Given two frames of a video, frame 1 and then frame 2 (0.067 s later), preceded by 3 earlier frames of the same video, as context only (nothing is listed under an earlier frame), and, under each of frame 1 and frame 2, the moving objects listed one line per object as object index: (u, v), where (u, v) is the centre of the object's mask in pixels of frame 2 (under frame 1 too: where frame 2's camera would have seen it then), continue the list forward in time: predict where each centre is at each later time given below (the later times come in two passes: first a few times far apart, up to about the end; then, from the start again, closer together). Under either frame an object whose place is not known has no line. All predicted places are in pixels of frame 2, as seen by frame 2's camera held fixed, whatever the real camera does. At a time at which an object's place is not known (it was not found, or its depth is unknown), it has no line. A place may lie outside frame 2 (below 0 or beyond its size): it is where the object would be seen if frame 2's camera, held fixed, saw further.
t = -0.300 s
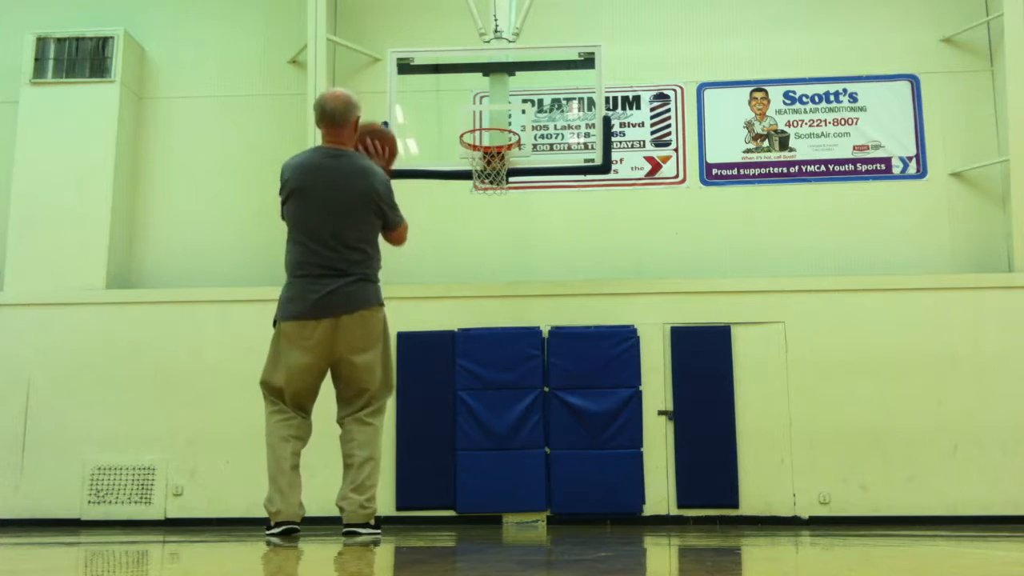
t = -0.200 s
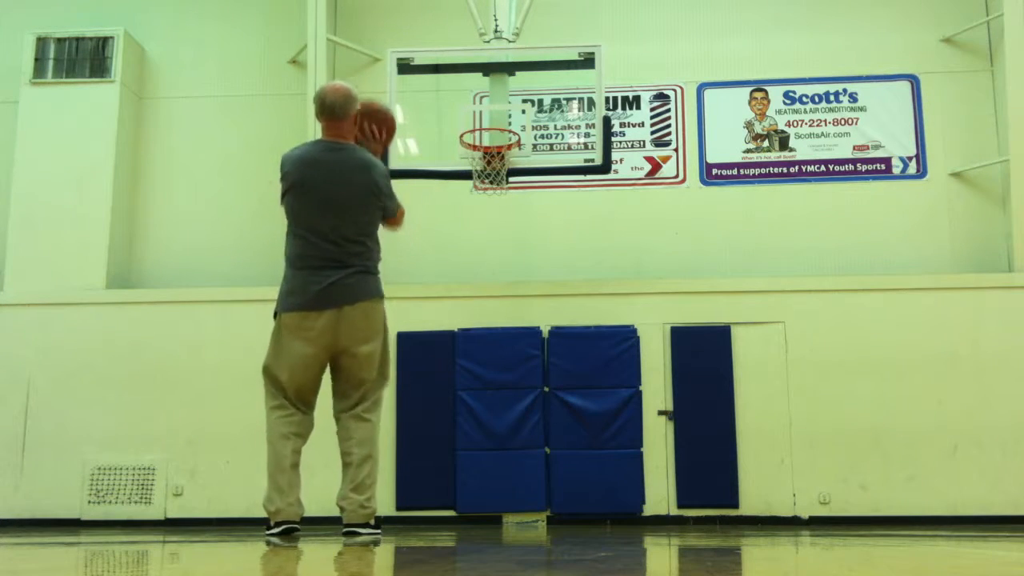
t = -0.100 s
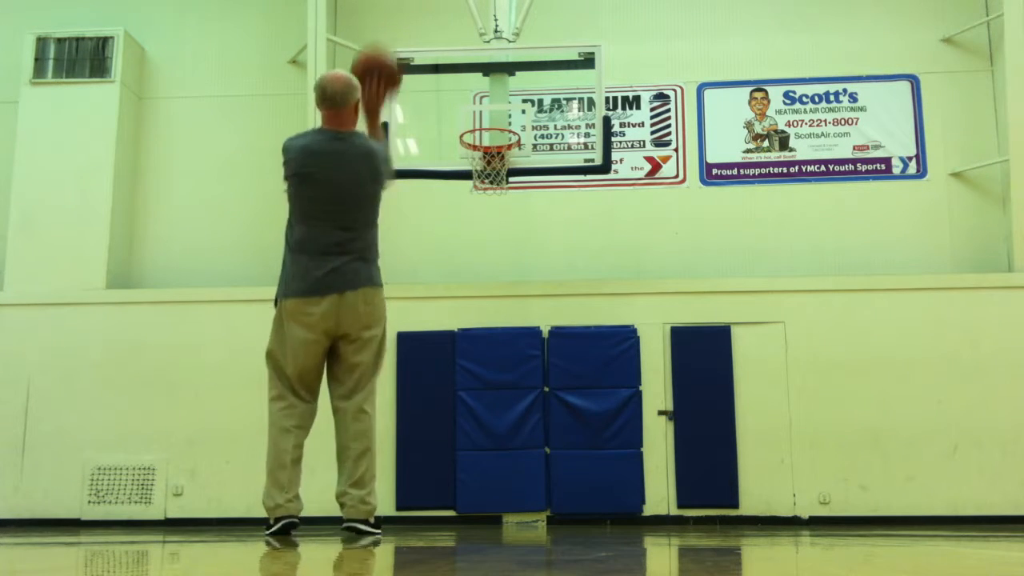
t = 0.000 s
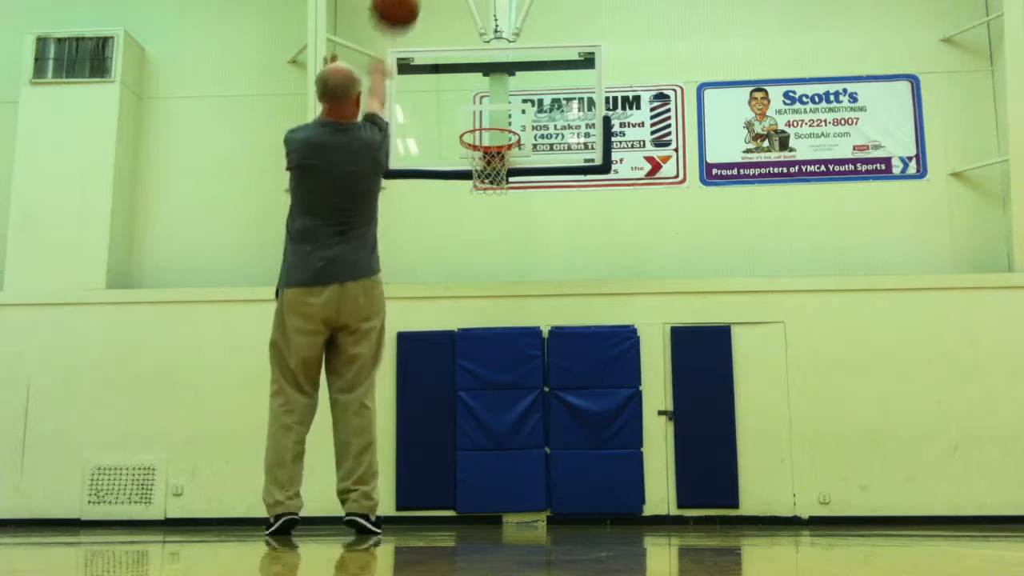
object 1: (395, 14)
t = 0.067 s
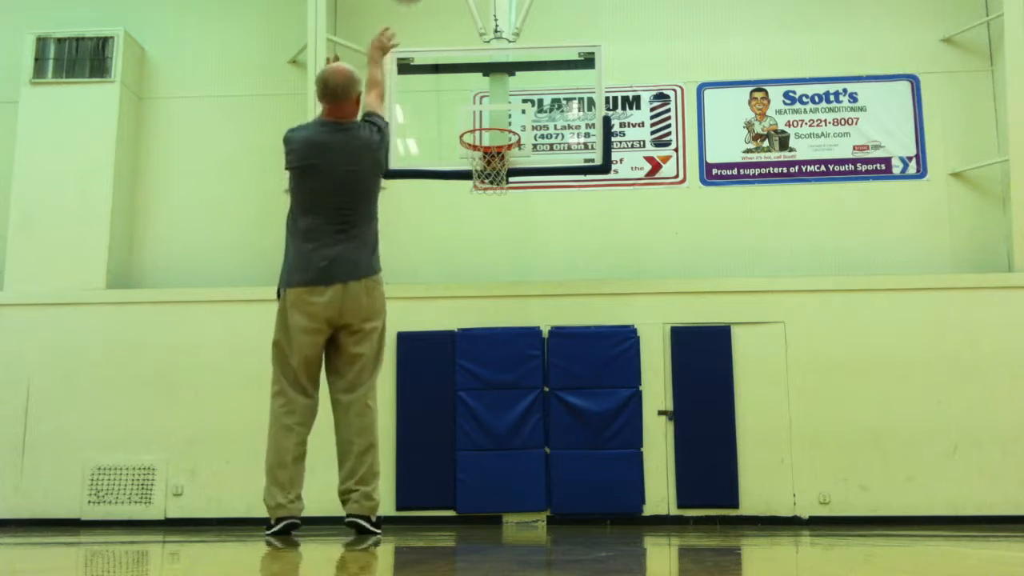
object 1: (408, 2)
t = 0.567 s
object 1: (469, 6)
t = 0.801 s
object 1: (488, 100)
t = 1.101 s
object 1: (482, 265)
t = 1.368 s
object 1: (464, 507)
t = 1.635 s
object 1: (453, 341)
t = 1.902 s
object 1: (440, 244)
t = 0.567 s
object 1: (469, 6)
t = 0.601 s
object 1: (471, 11)
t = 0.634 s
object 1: (474, 20)
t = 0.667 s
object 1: (477, 34)
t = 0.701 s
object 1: (480, 49)
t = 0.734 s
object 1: (483, 66)
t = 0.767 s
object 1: (486, 84)
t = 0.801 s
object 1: (488, 100)
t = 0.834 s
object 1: (491, 119)
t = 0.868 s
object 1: (493, 142)
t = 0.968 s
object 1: (490, 192)
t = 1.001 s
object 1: (487, 207)
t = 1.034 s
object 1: (485, 224)
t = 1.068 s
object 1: (483, 244)
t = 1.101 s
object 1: (482, 265)
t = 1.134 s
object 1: (480, 289)
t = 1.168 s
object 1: (477, 316)
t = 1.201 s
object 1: (474, 346)
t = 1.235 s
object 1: (473, 371)
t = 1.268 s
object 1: (470, 404)
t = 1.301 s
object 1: (469, 438)
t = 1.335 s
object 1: (466, 475)
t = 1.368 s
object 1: (464, 507)
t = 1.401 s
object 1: (463, 487)
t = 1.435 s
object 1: (461, 464)
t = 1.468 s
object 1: (459, 440)
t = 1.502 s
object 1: (459, 417)
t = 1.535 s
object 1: (457, 394)
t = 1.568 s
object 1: (455, 376)
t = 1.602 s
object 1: (454, 356)
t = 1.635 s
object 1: (453, 341)
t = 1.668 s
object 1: (451, 323)
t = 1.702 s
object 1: (450, 307)
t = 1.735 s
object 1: (449, 293)
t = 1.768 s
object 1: (447, 281)
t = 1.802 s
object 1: (445, 270)
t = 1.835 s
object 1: (443, 260)
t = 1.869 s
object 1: (442, 252)
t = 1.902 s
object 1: (440, 244)
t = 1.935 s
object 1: (438, 239)
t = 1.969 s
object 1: (436, 234)
